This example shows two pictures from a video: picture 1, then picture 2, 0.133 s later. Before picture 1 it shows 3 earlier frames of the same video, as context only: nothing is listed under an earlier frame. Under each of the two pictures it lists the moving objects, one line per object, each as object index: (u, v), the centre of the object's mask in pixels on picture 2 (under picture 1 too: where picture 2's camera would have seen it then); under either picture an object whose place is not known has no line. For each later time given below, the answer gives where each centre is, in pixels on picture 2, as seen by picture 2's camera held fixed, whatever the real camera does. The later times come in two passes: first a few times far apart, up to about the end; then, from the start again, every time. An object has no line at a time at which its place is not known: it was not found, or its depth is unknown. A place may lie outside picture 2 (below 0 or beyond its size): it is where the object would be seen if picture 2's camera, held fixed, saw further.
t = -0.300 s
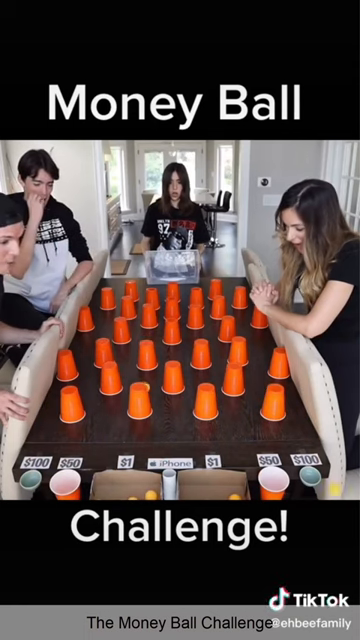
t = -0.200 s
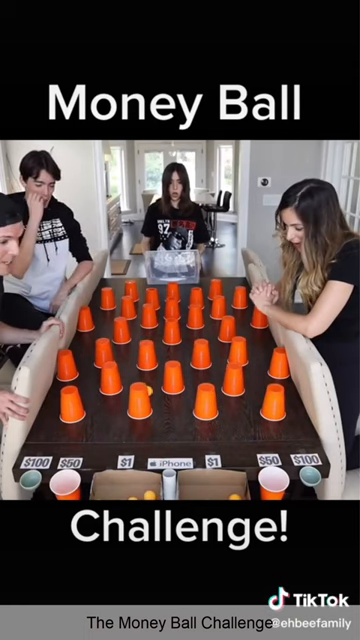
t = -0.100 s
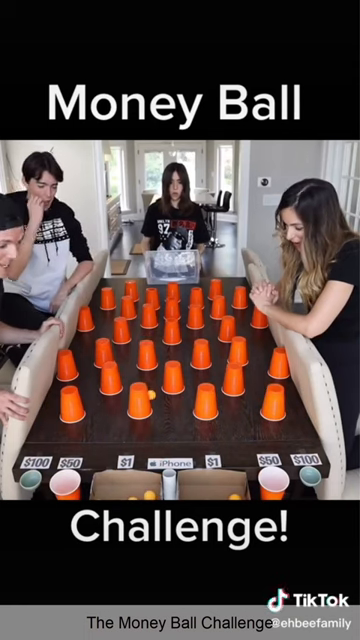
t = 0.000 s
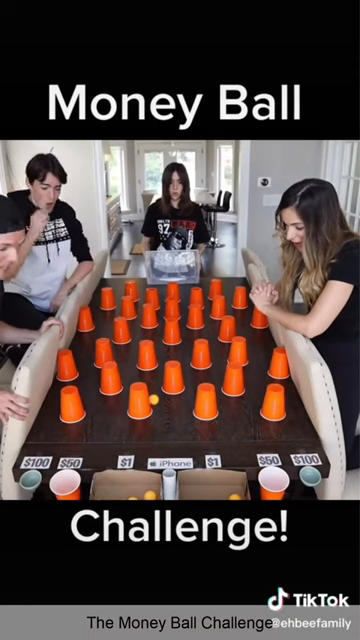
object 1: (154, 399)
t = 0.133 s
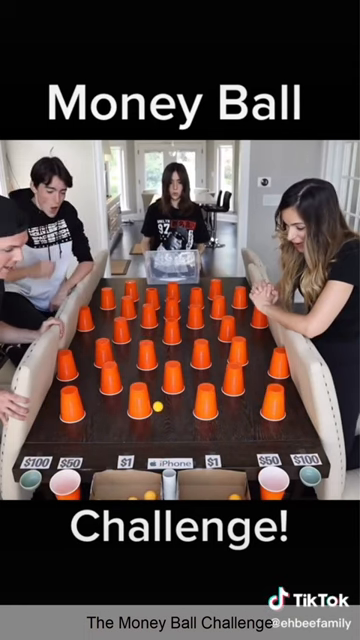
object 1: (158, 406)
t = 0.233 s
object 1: (161, 412)
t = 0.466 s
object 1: (169, 429)
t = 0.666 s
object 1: (177, 447)
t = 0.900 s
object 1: (189, 481)
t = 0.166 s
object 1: (159, 408)
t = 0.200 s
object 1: (160, 410)
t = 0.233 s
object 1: (161, 412)
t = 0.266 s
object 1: (162, 414)
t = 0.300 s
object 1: (163, 417)
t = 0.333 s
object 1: (164, 419)
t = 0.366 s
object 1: (165, 421)
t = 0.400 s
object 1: (167, 424)
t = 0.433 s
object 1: (168, 426)
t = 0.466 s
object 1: (169, 429)
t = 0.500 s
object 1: (170, 432)
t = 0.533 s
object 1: (172, 435)
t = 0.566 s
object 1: (173, 438)
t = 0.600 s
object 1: (174, 441)
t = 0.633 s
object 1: (176, 444)
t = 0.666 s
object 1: (177, 447)
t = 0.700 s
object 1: (179, 451)
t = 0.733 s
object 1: (180, 454)
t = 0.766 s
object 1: (182, 458)
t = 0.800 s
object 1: (184, 462)
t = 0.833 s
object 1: (185, 466)
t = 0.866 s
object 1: (187, 473)
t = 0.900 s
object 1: (189, 481)
